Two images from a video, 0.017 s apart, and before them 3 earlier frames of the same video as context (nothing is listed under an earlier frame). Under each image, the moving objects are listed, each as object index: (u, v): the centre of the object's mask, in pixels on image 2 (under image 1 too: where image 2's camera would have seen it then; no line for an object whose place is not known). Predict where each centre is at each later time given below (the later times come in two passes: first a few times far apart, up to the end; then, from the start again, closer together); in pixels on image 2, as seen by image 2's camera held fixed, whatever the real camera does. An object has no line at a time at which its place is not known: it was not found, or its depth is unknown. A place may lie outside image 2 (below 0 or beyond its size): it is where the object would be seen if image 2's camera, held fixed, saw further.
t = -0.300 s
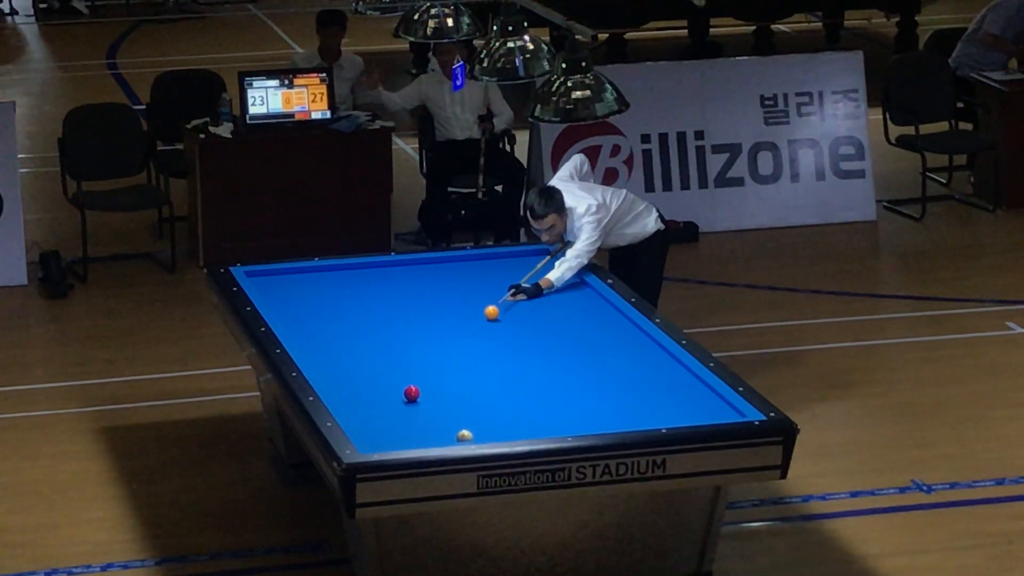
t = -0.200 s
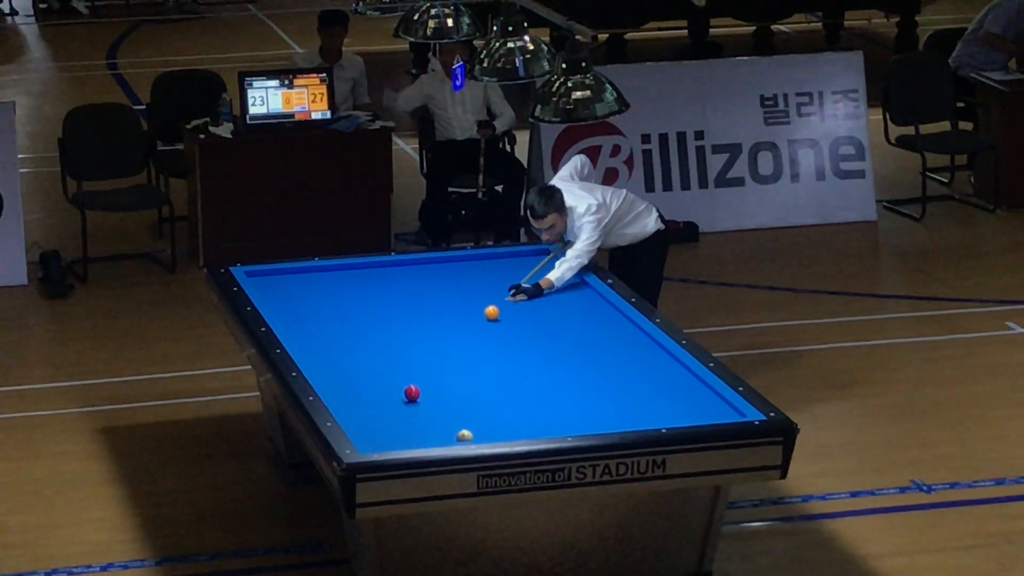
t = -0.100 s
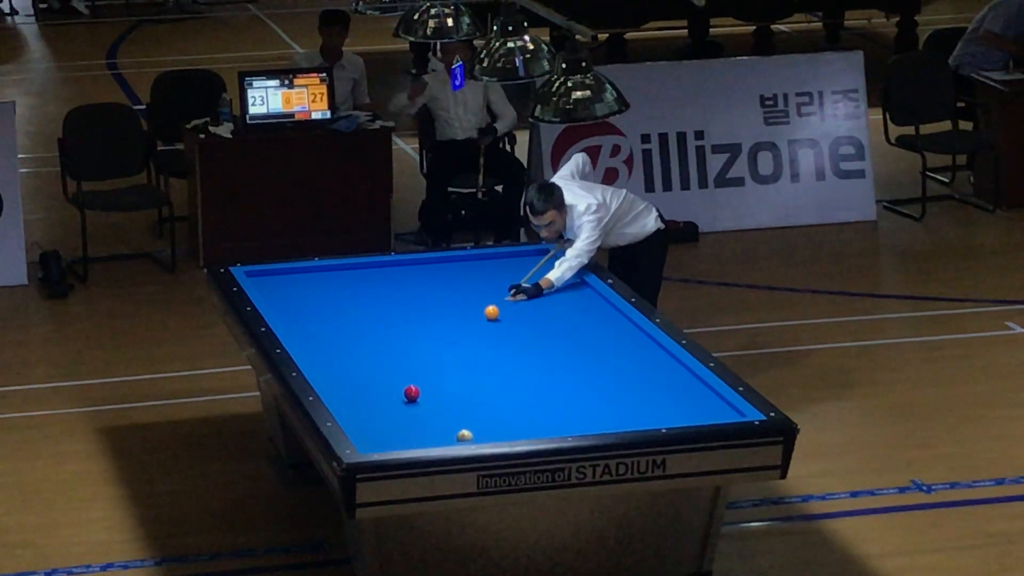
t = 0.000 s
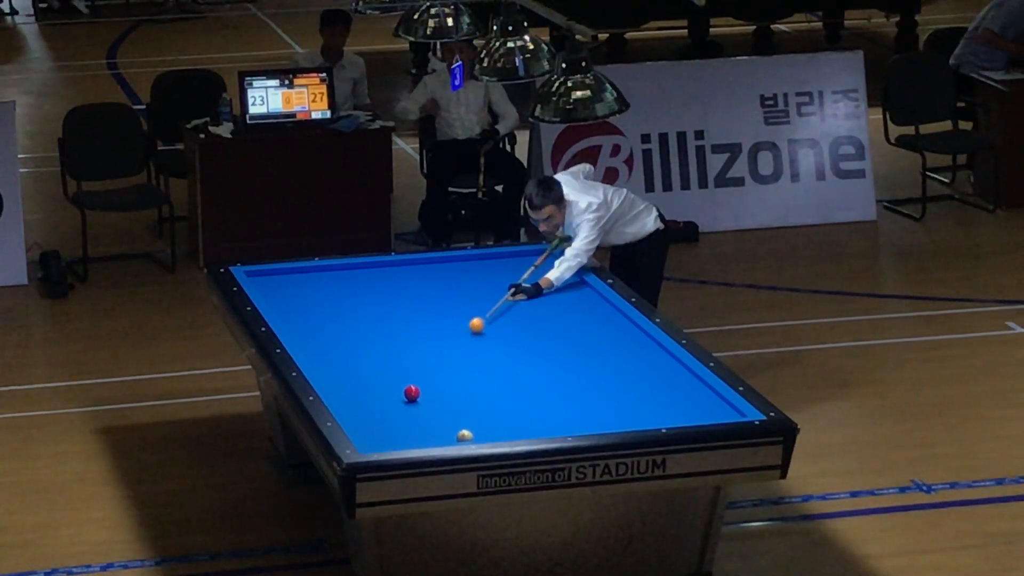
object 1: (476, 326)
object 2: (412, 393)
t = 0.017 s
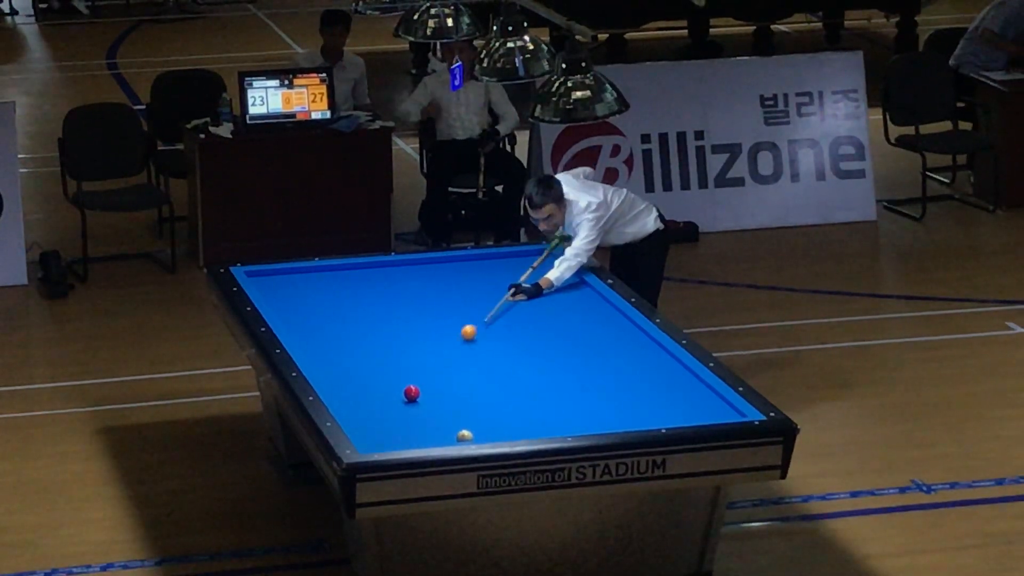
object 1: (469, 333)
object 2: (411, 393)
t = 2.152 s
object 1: (536, 402)
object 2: (464, 294)
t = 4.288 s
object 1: (538, 402)
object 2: (596, 421)
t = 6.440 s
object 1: (373, 416)
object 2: (515, 343)
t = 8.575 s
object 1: (459, 408)
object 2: (460, 290)
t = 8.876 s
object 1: (466, 408)
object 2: (454, 284)
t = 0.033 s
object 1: (460, 339)
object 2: (412, 393)
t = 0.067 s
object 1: (446, 353)
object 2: (412, 393)
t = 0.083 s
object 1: (438, 359)
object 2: (412, 393)
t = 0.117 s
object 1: (422, 373)
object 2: (412, 393)
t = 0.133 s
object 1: (414, 379)
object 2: (411, 393)
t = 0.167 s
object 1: (391, 391)
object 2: (418, 396)
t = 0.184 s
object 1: (375, 394)
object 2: (425, 400)
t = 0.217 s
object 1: (344, 401)
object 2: (441, 408)
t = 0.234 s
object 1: (355, 400)
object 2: (449, 413)
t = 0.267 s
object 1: (385, 399)
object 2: (465, 420)
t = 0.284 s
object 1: (400, 398)
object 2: (474, 425)
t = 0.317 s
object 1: (429, 396)
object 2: (489, 432)
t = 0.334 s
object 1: (444, 395)
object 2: (497, 434)
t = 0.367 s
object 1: (472, 393)
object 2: (499, 432)
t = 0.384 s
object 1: (486, 392)
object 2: (497, 430)
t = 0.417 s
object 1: (514, 391)
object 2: (495, 423)
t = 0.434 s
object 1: (527, 390)
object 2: (493, 419)
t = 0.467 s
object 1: (554, 389)
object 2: (491, 413)
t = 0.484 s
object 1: (567, 389)
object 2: (490, 409)
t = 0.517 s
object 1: (593, 387)
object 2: (487, 403)
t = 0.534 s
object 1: (606, 386)
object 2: (486, 400)
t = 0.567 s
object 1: (631, 385)
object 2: (484, 394)
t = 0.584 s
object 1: (643, 385)
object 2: (483, 391)
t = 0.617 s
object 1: (667, 384)
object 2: (480, 385)
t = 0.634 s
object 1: (679, 383)
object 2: (480, 383)
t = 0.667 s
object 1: (696, 383)
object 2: (477, 377)
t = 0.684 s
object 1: (688, 383)
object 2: (476, 375)
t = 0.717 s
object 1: (669, 385)
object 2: (474, 370)
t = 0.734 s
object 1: (659, 386)
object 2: (473, 367)
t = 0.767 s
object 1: (642, 387)
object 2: (472, 363)
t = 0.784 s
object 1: (633, 388)
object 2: (471, 360)
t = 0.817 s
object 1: (616, 390)
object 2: (469, 356)
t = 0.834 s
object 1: (608, 390)
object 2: (468, 354)
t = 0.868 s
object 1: (591, 392)
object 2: (466, 349)
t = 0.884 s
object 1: (583, 393)
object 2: (465, 347)
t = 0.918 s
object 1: (567, 394)
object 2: (463, 343)
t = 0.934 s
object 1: (560, 395)
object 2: (463, 341)
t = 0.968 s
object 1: (545, 397)
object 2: (461, 336)
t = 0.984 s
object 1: (537, 397)
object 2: (460, 334)
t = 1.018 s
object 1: (523, 399)
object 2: (458, 330)
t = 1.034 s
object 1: (516, 399)
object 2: (457, 328)
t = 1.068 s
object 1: (503, 401)
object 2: (456, 324)
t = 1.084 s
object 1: (496, 402)
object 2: (455, 322)
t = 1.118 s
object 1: (483, 403)
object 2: (454, 318)
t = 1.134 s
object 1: (477, 404)
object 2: (453, 316)
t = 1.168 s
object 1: (463, 406)
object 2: (451, 312)
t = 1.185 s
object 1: (456, 406)
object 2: (450, 310)
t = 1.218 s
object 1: (443, 408)
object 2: (449, 306)
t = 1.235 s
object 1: (436, 408)
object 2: (448, 304)
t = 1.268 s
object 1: (423, 410)
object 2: (446, 300)
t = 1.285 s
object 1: (416, 411)
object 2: (446, 298)
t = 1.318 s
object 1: (403, 412)
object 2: (444, 294)
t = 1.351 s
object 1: (389, 413)
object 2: (443, 291)
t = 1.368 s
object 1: (383, 414)
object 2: (442, 289)
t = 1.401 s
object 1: (369, 415)
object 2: (440, 285)
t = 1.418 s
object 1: (363, 416)
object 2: (440, 284)
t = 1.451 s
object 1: (357, 416)
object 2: (438, 280)
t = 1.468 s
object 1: (362, 416)
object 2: (438, 278)
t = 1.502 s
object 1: (374, 415)
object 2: (436, 275)
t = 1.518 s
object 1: (379, 415)
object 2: (435, 273)
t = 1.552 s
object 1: (390, 414)
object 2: (434, 269)
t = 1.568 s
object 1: (395, 414)
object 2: (433, 268)
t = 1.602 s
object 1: (405, 413)
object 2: (432, 264)
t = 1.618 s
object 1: (410, 412)
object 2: (431, 262)
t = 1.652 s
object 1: (418, 412)
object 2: (430, 259)
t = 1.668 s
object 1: (423, 412)
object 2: (431, 260)
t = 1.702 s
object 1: (431, 411)
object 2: (434, 263)
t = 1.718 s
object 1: (435, 410)
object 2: (435, 264)
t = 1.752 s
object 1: (443, 410)
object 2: (438, 267)
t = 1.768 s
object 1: (447, 409)
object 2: (438, 269)
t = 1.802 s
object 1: (455, 409)
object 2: (441, 272)
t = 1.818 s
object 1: (459, 408)
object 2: (442, 272)
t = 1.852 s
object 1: (467, 408)
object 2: (445, 275)
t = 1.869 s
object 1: (470, 407)
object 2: (446, 276)
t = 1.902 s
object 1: (478, 407)
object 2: (448, 278)
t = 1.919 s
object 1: (482, 407)
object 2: (449, 280)
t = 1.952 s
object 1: (490, 406)
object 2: (451, 282)
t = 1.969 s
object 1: (493, 406)
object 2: (453, 283)
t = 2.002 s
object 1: (501, 405)
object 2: (454, 285)
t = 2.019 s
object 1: (505, 405)
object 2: (456, 286)
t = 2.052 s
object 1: (513, 404)
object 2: (458, 288)
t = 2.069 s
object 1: (516, 404)
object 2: (459, 289)
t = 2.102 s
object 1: (524, 403)
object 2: (461, 291)
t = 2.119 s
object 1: (528, 403)
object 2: (462, 292)
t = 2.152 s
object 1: (536, 402)
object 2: (464, 294)
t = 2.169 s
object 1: (539, 402)
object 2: (465, 295)
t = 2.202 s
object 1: (547, 401)
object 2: (467, 297)
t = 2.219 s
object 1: (551, 401)
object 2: (468, 298)
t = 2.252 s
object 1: (558, 400)
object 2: (470, 300)
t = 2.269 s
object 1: (562, 400)
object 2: (471, 301)
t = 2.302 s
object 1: (569, 399)
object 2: (473, 303)
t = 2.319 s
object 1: (573, 399)
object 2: (475, 304)
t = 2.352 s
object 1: (581, 398)
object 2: (477, 306)
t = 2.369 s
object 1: (584, 398)
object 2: (478, 307)
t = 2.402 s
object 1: (591, 397)
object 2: (480, 309)
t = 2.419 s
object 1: (595, 397)
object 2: (481, 310)
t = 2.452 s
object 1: (603, 396)
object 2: (483, 312)
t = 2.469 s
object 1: (606, 396)
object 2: (484, 313)
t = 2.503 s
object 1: (613, 396)
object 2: (486, 316)
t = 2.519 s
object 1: (617, 395)
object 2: (488, 316)
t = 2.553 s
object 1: (624, 395)
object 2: (490, 319)
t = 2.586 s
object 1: (631, 394)
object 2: (492, 321)
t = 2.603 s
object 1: (635, 394)
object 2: (493, 322)
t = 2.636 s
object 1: (642, 393)
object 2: (495, 324)
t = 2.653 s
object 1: (646, 393)
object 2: (496, 325)
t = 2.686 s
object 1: (653, 392)
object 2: (498, 327)
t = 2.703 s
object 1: (656, 392)
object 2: (499, 328)
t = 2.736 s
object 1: (664, 391)
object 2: (502, 330)
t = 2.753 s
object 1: (667, 391)
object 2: (503, 332)
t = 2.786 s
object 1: (674, 391)
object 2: (505, 333)
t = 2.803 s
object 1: (678, 390)
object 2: (506, 335)
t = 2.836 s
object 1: (685, 390)
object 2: (509, 337)
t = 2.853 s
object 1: (688, 389)
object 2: (510, 338)
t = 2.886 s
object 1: (695, 389)
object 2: (512, 340)
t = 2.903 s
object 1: (699, 388)
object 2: (513, 341)
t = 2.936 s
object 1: (704, 388)
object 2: (515, 344)
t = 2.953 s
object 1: (700, 388)
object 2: (516, 344)
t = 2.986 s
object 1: (695, 389)
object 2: (519, 347)
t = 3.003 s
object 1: (692, 389)
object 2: (520, 348)
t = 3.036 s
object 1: (687, 389)
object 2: (522, 350)
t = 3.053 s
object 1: (685, 390)
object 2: (523, 351)
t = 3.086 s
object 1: (681, 390)
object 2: (526, 353)
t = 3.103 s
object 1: (679, 390)
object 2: (527, 355)
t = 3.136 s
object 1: (674, 391)
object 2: (529, 357)
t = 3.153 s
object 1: (672, 391)
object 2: (530, 358)
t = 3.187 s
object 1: (668, 391)
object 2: (532, 360)
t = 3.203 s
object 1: (666, 391)
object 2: (534, 361)
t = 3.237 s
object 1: (662, 392)
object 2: (536, 363)
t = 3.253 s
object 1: (660, 392)
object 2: (537, 365)
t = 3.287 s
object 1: (656, 392)
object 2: (539, 367)
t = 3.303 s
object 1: (654, 392)
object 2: (540, 368)
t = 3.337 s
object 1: (650, 393)
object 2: (543, 371)
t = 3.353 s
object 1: (648, 393)
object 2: (544, 372)
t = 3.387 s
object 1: (644, 393)
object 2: (547, 374)
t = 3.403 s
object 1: (642, 393)
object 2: (548, 375)
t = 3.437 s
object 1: (637, 394)
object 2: (550, 377)
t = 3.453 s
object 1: (635, 394)
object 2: (551, 378)
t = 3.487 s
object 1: (632, 394)
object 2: (554, 381)
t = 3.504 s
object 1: (630, 394)
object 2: (555, 382)
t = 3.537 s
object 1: (625, 395)
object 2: (558, 384)
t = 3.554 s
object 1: (623, 395)
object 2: (559, 385)
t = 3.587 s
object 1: (619, 395)
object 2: (561, 388)
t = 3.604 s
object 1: (618, 395)
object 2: (563, 389)
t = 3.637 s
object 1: (614, 396)
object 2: (565, 392)
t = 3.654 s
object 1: (612, 396)
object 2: (566, 393)
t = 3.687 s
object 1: (608, 396)
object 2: (569, 395)
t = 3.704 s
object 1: (606, 396)
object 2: (570, 397)
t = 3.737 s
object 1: (602, 397)
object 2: (572, 399)
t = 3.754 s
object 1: (600, 397)
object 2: (573, 400)
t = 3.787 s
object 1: (596, 397)
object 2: (576, 402)
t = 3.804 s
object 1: (594, 397)
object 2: (577, 404)
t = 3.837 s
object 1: (590, 397)
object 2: (580, 407)
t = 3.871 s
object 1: (586, 397)
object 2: (582, 409)
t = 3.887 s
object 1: (584, 397)
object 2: (584, 410)
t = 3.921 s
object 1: (580, 398)
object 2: (586, 412)
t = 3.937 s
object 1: (578, 398)
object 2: (588, 413)
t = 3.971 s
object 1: (574, 399)
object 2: (590, 416)
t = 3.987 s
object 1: (572, 399)
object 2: (591, 417)
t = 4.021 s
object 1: (569, 399)
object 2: (594, 420)
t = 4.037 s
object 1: (567, 400)
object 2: (595, 421)
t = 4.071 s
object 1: (563, 400)
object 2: (597, 422)
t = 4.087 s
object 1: (561, 400)
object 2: (599, 423)
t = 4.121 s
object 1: (557, 401)
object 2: (601, 424)
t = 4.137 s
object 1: (555, 401)
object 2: (603, 425)
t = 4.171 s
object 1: (551, 401)
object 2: (603, 425)
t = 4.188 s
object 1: (550, 401)
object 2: (602, 425)
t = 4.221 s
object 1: (546, 402)
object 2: (600, 424)
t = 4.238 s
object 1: (544, 402)
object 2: (599, 423)
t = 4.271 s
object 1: (540, 402)
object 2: (597, 422)
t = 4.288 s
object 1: (538, 402)
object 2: (596, 421)
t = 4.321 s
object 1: (535, 403)
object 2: (595, 421)
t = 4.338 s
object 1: (533, 403)
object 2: (594, 420)
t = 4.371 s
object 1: (529, 403)
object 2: (593, 418)
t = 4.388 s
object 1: (527, 403)
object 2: (592, 418)
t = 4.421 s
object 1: (524, 403)
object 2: (590, 416)
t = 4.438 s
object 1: (521, 404)
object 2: (590, 415)
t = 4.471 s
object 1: (518, 404)
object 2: (588, 414)
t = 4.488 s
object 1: (516, 404)
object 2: (587, 413)
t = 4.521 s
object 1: (512, 404)
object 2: (586, 412)
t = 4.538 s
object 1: (510, 405)
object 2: (585, 411)
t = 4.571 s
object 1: (507, 405)
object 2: (584, 410)
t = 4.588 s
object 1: (505, 405)
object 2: (583, 409)
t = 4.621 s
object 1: (501, 405)
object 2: (582, 408)
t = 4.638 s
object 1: (500, 405)
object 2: (581, 407)
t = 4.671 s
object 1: (496, 406)
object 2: (579, 406)
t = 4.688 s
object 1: (494, 406)
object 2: (579, 405)
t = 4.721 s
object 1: (491, 406)
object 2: (577, 404)
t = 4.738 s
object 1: (489, 406)
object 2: (576, 403)
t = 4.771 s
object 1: (485, 406)
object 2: (575, 402)
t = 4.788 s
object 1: (484, 407)
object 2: (574, 401)
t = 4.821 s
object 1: (480, 407)
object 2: (573, 400)
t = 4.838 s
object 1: (478, 407)
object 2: (572, 399)
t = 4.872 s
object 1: (475, 408)
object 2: (571, 397)
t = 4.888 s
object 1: (473, 408)
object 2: (570, 397)
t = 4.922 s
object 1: (469, 408)
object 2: (569, 395)
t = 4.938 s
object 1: (468, 408)
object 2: (568, 395)
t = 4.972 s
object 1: (464, 408)
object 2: (567, 393)
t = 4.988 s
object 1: (462, 408)
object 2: (566, 393)
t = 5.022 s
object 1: (459, 409)
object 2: (565, 391)
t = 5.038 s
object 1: (457, 409)
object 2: (564, 391)
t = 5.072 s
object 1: (454, 409)
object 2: (563, 390)
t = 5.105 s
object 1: (451, 410)
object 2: (561, 388)
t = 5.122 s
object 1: (449, 410)
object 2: (561, 388)
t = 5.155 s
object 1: (446, 410)
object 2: (559, 387)
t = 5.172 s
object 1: (443, 410)
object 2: (559, 386)
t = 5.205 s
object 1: (440, 411)
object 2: (557, 385)
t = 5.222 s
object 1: (438, 411)
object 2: (557, 384)
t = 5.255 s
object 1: (435, 411)
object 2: (555, 383)
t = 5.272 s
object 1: (433, 411)
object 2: (555, 382)
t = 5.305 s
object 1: (430, 411)
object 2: (553, 381)
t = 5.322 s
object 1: (428, 411)
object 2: (553, 380)
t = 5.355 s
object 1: (425, 412)
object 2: (552, 379)
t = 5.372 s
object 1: (423, 412)
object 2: (551, 379)
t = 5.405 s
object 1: (420, 412)
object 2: (550, 378)
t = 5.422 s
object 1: (419, 413)
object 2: (549, 377)
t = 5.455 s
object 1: (415, 413)
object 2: (548, 376)
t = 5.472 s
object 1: (413, 413)
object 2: (547, 375)
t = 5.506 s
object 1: (410, 413)
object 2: (546, 374)
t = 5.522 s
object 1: (409, 413)
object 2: (545, 373)
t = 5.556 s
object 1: (405, 413)
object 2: (544, 372)
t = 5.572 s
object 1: (404, 414)
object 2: (544, 371)
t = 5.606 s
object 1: (401, 414)
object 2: (543, 370)
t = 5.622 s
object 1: (399, 414)
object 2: (542, 370)
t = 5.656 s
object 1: (396, 414)
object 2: (541, 369)
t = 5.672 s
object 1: (394, 415)
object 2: (540, 368)
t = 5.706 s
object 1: (391, 415)
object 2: (539, 367)
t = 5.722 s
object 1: (389, 415)
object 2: (539, 366)
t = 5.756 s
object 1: (386, 415)
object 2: (537, 365)
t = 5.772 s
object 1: (384, 415)
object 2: (537, 365)
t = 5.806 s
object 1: (381, 415)
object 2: (536, 363)
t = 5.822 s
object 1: (380, 415)
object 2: (535, 363)
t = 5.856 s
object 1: (376, 416)
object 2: (534, 362)
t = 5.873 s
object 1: (375, 416)
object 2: (533, 361)
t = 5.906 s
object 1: (372, 416)
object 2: (532, 360)
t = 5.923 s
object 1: (370, 416)
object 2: (532, 359)
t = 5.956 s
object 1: (367, 417)
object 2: (531, 359)
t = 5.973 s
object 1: (365, 417)
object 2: (530, 358)
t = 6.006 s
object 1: (363, 417)
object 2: (529, 357)
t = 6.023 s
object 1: (361, 417)
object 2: (528, 356)
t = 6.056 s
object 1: (358, 417)
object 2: (528, 355)
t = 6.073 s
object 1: (357, 417)
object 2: (527, 355)
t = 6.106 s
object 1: (356, 417)
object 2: (526, 354)
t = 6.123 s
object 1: (357, 417)
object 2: (525, 353)
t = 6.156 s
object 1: (358, 417)
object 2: (524, 352)
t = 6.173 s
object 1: (359, 417)
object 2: (523, 352)
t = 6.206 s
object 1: (361, 417)
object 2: (522, 350)
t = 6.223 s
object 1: (362, 417)
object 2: (522, 350)
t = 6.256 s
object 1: (364, 417)
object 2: (521, 349)
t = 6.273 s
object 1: (364, 416)
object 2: (520, 348)
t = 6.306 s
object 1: (366, 416)
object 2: (519, 347)
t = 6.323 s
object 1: (367, 416)
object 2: (519, 347)
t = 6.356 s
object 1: (369, 416)
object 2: (518, 346)
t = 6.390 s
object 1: (371, 416)
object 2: (517, 345)
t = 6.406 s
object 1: (372, 416)
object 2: (516, 345)
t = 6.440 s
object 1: (373, 416)
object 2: (515, 343)
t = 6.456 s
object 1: (374, 416)
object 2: (515, 343)
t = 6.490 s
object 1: (376, 416)
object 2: (514, 342)
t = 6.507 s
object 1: (377, 415)
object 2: (513, 341)
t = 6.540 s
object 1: (379, 416)
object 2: (512, 341)
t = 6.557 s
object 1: (379, 415)
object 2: (512, 340)
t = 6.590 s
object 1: (381, 415)
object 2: (510, 339)
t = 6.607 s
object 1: (382, 415)
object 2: (510, 338)
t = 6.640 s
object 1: (384, 415)
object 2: (509, 338)
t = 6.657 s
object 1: (385, 415)
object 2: (509, 337)
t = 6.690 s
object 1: (386, 415)
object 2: (507, 336)
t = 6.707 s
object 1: (387, 414)
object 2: (507, 336)
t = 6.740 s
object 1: (389, 414)
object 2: (506, 335)
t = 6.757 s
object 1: (389, 414)
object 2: (506, 334)
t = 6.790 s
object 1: (391, 414)
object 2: (504, 333)
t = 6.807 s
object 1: (392, 414)
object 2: (504, 332)
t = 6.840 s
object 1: (393, 414)
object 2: (503, 332)
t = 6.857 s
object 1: (394, 414)
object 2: (503, 331)
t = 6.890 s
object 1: (396, 414)
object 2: (502, 330)
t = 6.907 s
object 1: (397, 414)
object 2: (501, 330)
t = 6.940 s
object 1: (398, 414)
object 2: (500, 329)
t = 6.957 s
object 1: (399, 414)
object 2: (500, 329)
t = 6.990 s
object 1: (401, 413)
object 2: (499, 328)
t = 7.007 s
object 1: (401, 413)
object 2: (498, 327)
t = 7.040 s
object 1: (403, 413)
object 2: (497, 326)
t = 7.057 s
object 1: (404, 413)
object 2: (497, 326)
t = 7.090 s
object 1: (405, 413)
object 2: (496, 325)
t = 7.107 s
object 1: (406, 413)
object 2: (495, 324)
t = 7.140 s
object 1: (407, 413)
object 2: (494, 324)
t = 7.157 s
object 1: (408, 413)
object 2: (494, 323)
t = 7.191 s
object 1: (410, 413)
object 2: (493, 322)
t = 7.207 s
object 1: (410, 413)
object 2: (492, 322)
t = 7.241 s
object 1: (412, 413)
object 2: (492, 321)
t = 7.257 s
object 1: (412, 412)
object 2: (491, 321)
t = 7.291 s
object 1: (414, 412)
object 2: (490, 320)
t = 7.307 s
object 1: (415, 412)
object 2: (490, 319)
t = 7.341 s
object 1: (416, 412)
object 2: (489, 318)
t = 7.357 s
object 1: (417, 412)
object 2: (488, 318)
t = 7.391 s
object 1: (418, 412)
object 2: (488, 317)
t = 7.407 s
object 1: (419, 412)
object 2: (487, 317)
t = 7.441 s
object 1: (420, 412)
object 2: (486, 316)
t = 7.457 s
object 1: (421, 412)
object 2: (486, 315)
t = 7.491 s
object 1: (422, 412)
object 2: (485, 315)
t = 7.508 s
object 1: (423, 412)
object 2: (485, 314)
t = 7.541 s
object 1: (424, 411)
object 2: (484, 314)
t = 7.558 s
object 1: (425, 411)
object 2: (483, 313)
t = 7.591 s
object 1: (426, 411)
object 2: (483, 312)
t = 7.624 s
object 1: (428, 411)
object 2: (481, 311)
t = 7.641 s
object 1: (428, 411)
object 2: (481, 311)
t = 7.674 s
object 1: (429, 411)
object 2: (480, 310)
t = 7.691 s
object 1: (430, 411)
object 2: (480, 310)
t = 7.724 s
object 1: (431, 411)
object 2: (479, 309)
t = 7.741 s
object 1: (432, 411)
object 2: (479, 309)
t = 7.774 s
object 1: (433, 411)
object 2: (478, 308)
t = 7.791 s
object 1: (433, 411)
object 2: (477, 308)
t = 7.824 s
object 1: (435, 410)
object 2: (477, 307)
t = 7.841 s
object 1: (436, 410)
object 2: (476, 306)
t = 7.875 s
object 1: (437, 410)
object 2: (475, 306)
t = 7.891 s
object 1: (437, 410)
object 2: (475, 305)
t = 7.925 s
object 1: (439, 410)
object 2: (474, 304)
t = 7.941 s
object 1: (439, 410)
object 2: (474, 304)
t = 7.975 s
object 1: (440, 410)
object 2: (473, 303)
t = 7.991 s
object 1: (441, 410)
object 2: (472, 303)
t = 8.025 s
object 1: (442, 410)
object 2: (472, 302)
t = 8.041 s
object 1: (443, 410)
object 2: (471, 302)
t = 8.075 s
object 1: (444, 410)
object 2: (471, 301)
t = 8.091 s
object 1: (444, 410)
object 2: (470, 300)
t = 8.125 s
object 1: (445, 410)
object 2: (469, 300)
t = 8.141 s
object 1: (446, 409)
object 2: (469, 300)
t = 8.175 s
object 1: (447, 410)
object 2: (468, 299)
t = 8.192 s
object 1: (448, 409)
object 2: (467, 298)
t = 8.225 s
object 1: (448, 409)
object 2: (467, 298)
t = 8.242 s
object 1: (449, 409)
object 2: (467, 297)
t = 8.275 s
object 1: (450, 409)
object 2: (466, 297)
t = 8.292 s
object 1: (451, 409)
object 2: (465, 296)
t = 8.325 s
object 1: (452, 409)
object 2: (465, 296)
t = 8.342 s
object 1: (452, 409)
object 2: (464, 295)
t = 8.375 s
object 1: (453, 409)
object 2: (464, 294)
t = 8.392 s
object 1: (453, 409)
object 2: (463, 294)
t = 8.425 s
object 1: (455, 409)
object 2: (463, 293)
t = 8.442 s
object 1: (455, 409)
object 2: (462, 293)
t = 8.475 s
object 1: (456, 409)
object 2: (462, 292)
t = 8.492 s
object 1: (457, 408)
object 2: (461, 292)
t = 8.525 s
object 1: (457, 408)
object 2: (460, 291)
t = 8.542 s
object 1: (458, 408)
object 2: (460, 291)
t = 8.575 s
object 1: (459, 408)
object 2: (460, 290)
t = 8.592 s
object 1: (459, 408)
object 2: (459, 290)
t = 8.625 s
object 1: (460, 408)
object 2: (458, 289)
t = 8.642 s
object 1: (460, 408)
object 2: (458, 289)
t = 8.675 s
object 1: (462, 408)
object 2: (458, 288)
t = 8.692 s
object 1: (462, 408)
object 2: (457, 288)
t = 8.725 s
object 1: (463, 408)
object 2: (457, 287)
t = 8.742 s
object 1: (463, 408)
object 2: (456, 287)
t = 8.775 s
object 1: (464, 408)
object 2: (456, 286)
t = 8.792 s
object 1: (464, 408)
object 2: (455, 286)
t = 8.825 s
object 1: (465, 408)
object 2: (455, 285)
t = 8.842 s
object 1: (466, 408)
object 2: (454, 285)
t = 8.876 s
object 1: (466, 408)
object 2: (454, 284)
